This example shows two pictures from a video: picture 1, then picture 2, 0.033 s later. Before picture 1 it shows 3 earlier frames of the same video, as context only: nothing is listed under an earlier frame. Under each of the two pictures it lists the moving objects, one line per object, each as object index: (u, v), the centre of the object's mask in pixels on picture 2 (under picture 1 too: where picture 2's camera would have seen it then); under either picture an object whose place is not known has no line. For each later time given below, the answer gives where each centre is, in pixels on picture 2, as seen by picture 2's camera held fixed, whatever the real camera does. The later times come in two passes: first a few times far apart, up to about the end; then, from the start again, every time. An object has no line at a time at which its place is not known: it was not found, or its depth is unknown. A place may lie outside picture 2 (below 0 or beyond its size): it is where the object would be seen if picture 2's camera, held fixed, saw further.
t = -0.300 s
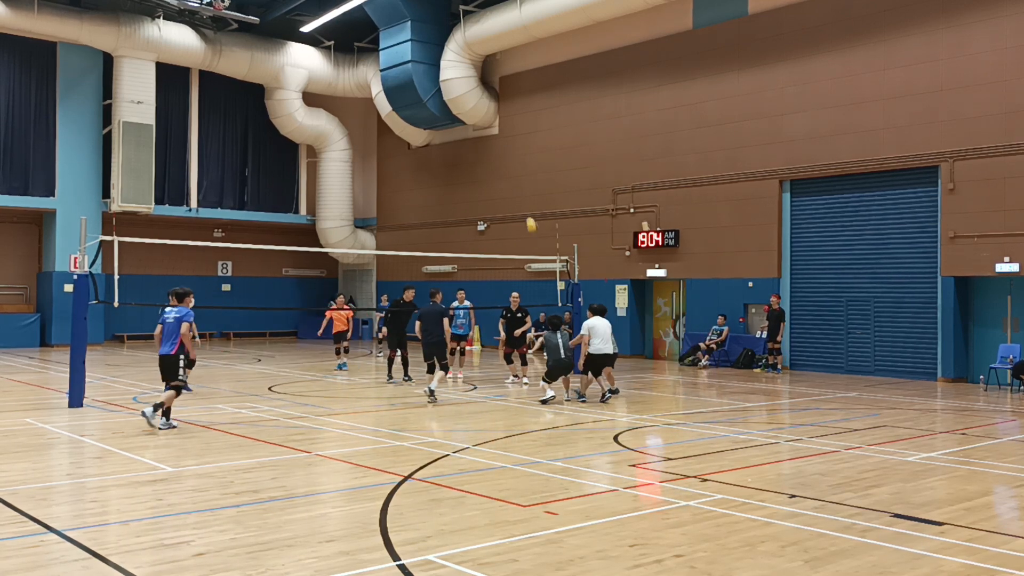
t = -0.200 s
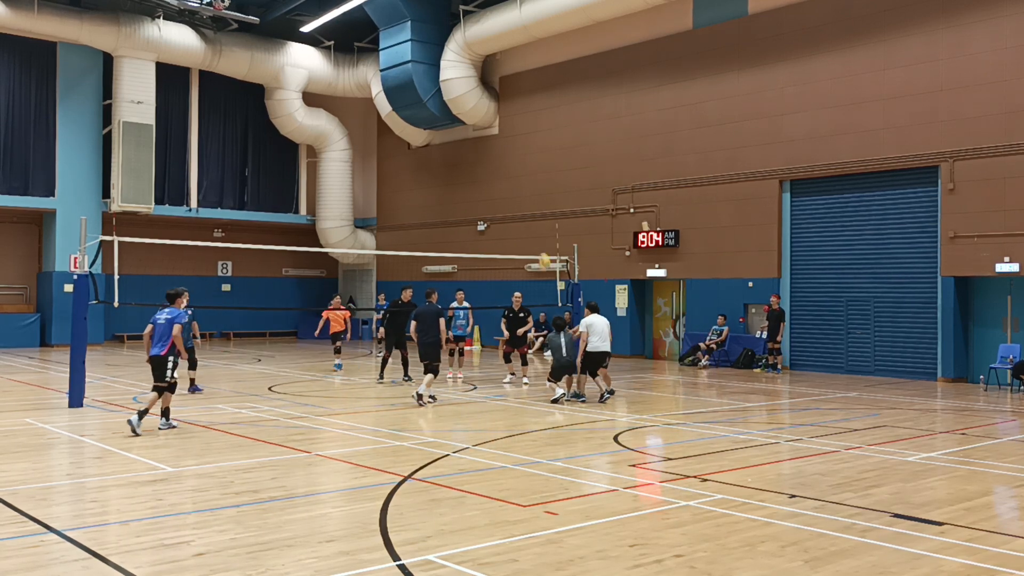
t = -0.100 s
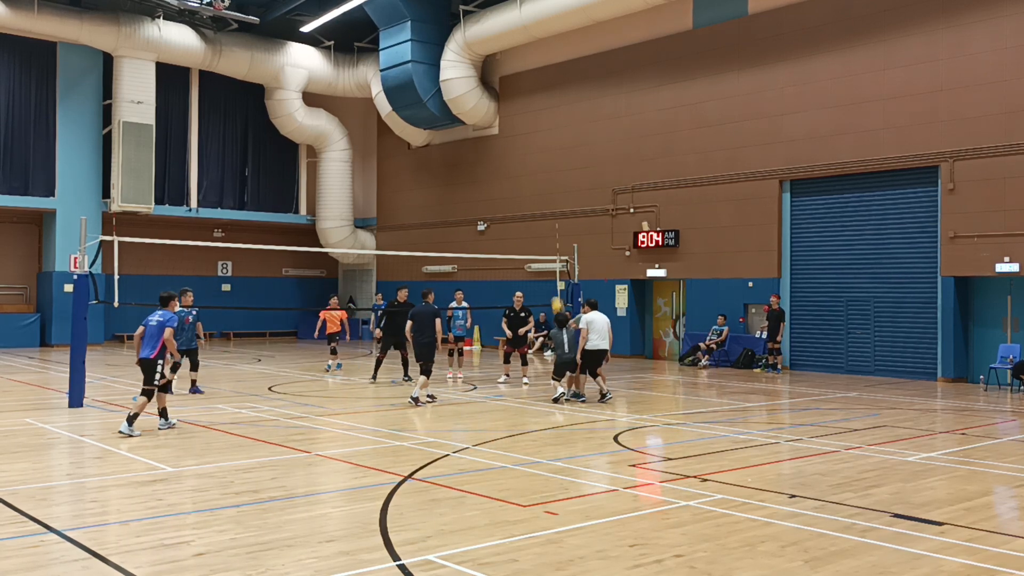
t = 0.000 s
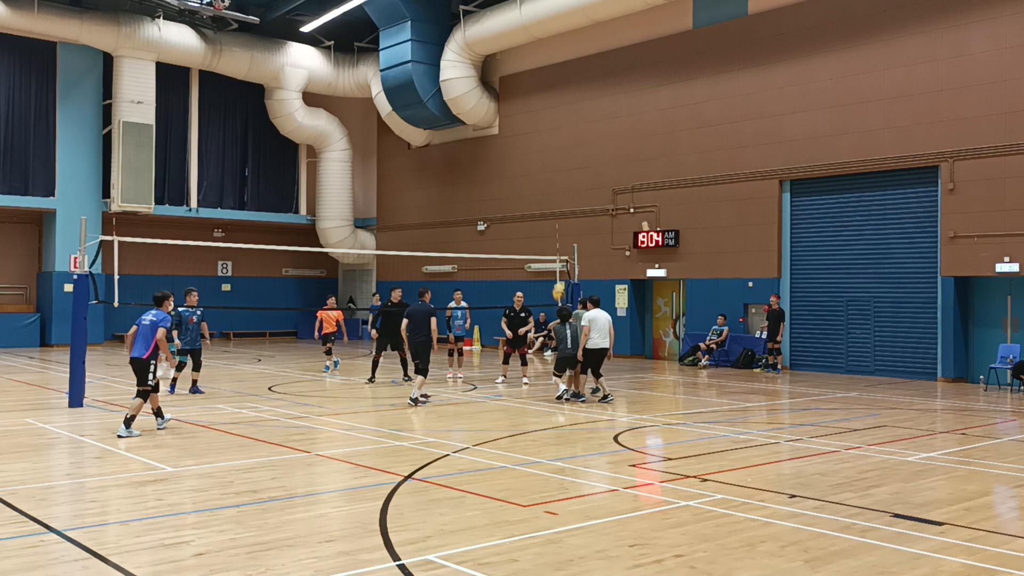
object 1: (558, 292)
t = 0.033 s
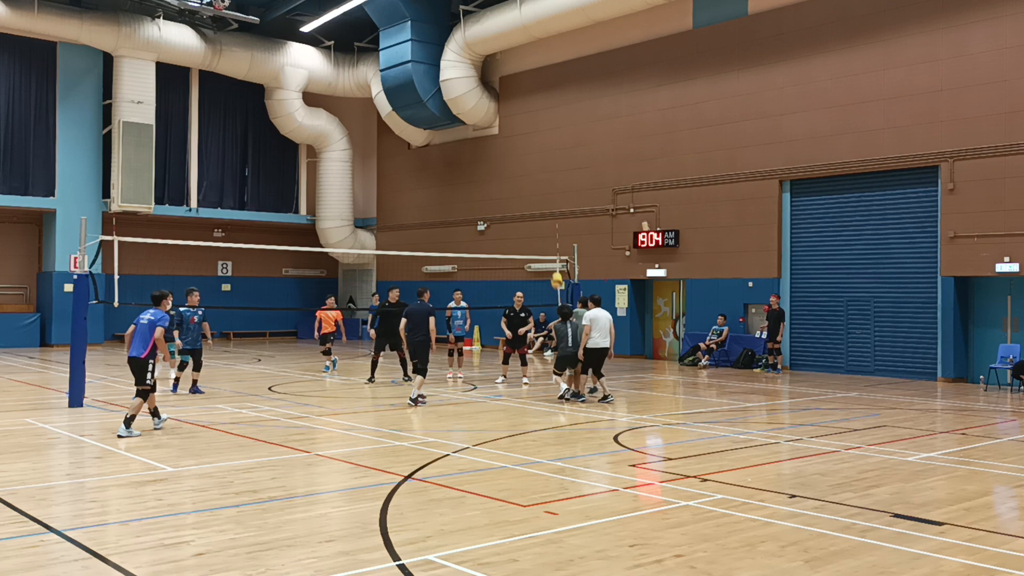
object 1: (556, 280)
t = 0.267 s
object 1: (547, 216)
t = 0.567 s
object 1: (533, 181)
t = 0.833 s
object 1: (521, 193)
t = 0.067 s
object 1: (555, 269)
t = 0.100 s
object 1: (554, 257)
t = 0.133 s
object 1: (552, 248)
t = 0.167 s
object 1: (550, 239)
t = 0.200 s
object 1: (549, 231)
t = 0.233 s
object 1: (548, 223)
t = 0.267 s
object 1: (547, 216)
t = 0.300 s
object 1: (545, 209)
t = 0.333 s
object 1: (543, 203)
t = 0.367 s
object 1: (542, 198)
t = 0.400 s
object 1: (540, 194)
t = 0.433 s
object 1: (539, 190)
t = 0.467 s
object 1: (537, 186)
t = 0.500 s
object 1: (536, 184)
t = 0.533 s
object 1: (534, 182)
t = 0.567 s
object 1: (533, 181)
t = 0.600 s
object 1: (531, 180)
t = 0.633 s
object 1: (530, 179)
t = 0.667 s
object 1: (528, 181)
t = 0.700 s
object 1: (527, 182)
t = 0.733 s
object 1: (525, 184)
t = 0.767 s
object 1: (524, 186)
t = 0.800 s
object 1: (523, 189)
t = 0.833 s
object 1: (521, 193)
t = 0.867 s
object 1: (519, 197)
